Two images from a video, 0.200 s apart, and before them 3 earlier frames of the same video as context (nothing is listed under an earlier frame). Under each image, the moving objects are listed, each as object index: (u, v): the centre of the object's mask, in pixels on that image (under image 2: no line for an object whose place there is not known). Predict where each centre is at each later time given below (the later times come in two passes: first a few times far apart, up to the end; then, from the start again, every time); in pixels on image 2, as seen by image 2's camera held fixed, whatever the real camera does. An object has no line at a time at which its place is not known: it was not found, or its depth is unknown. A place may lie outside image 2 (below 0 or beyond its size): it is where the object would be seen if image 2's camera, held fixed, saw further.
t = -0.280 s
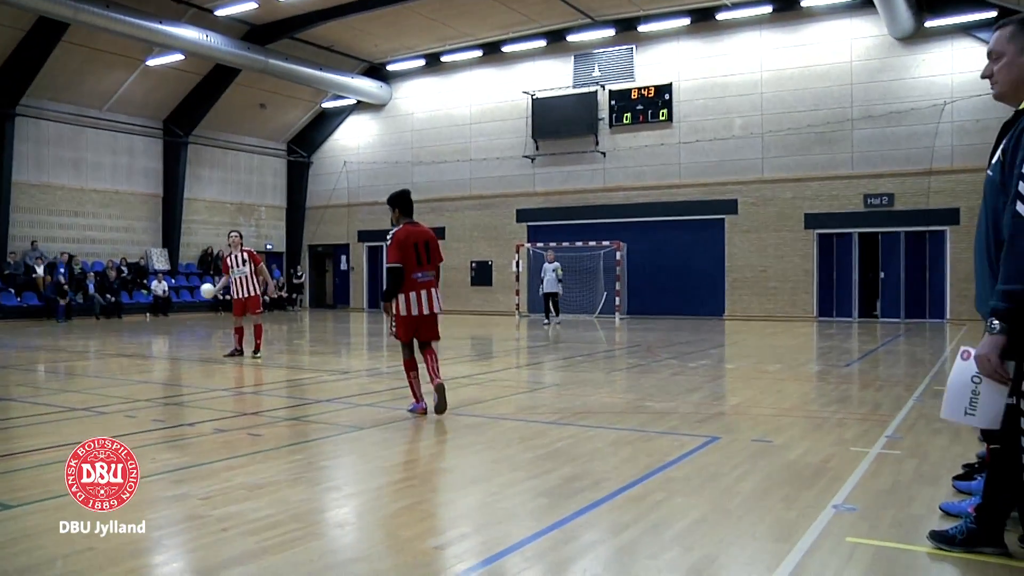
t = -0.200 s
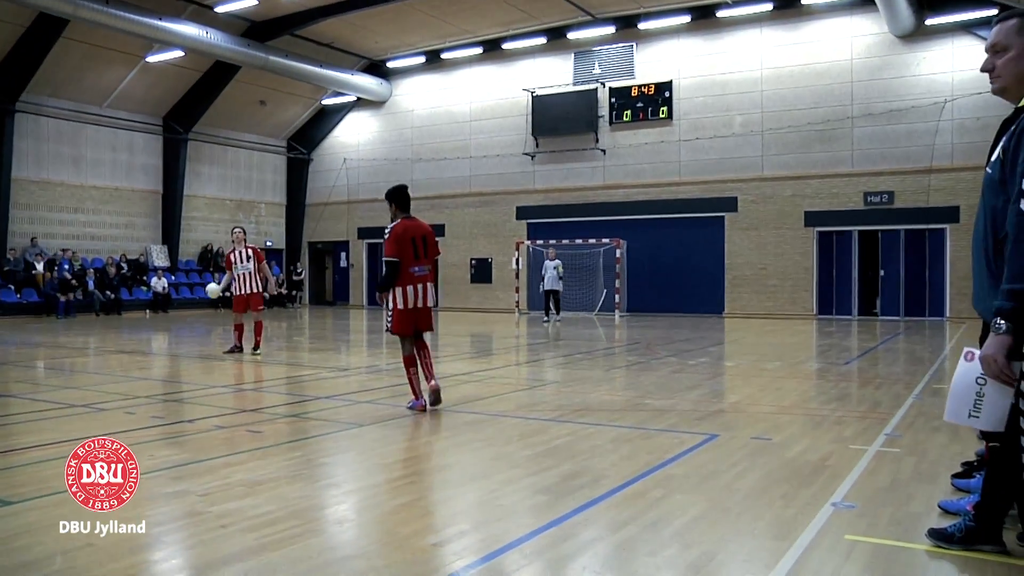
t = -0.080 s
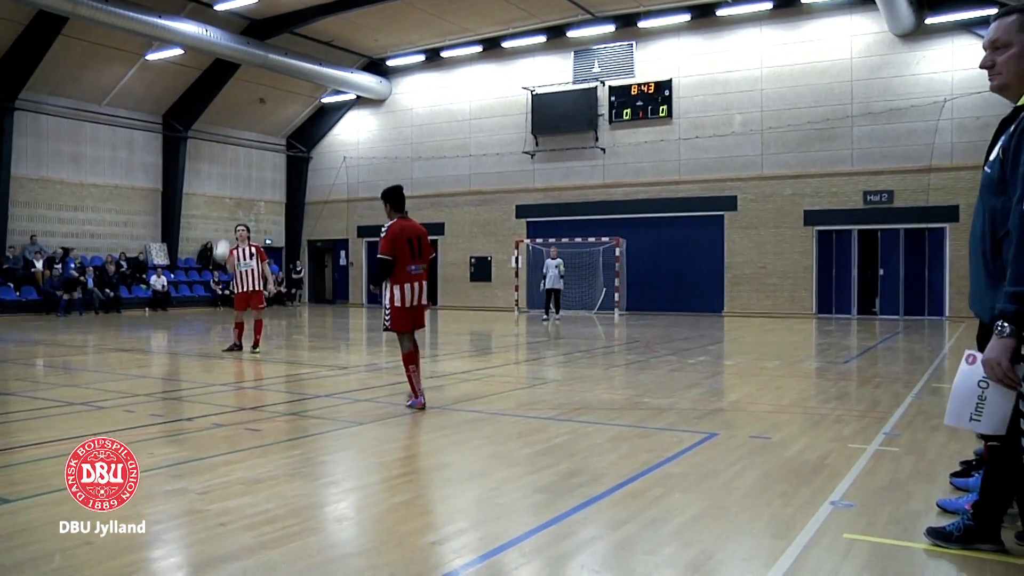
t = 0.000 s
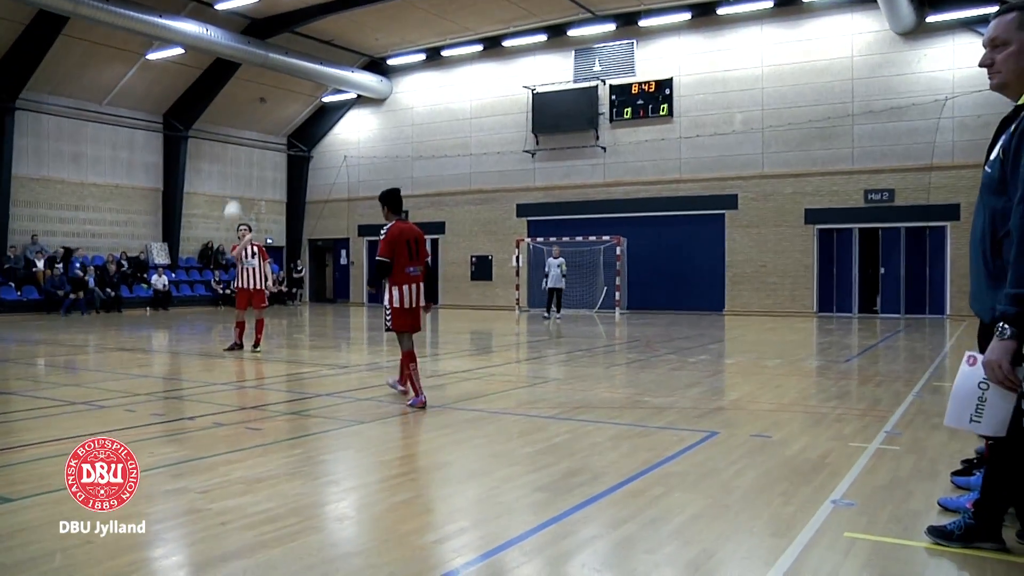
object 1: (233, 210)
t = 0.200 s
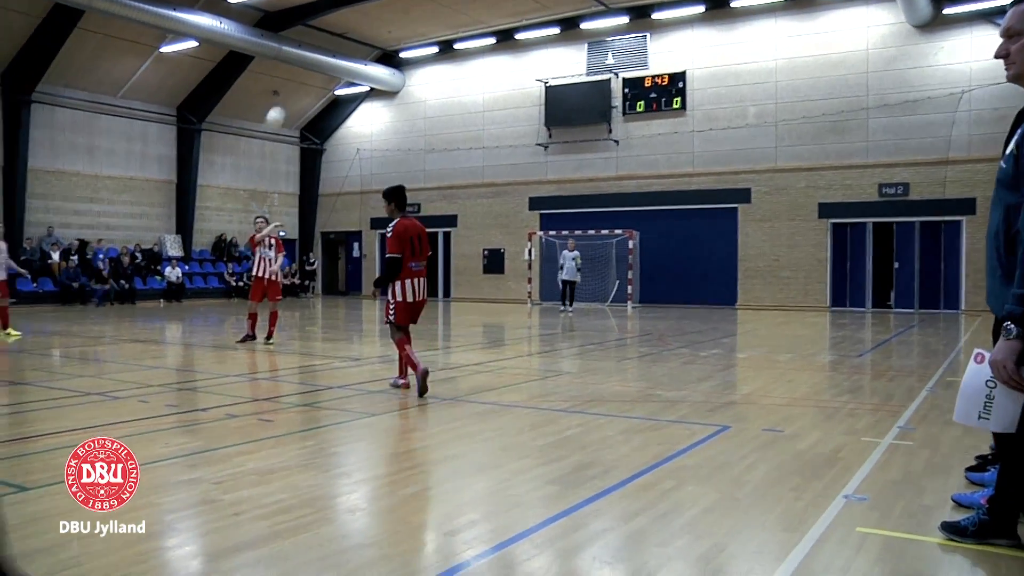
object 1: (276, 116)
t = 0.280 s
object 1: (290, 89)
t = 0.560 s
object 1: (346, 20)
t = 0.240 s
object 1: (282, 103)
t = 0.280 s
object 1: (290, 89)
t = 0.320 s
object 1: (298, 76)
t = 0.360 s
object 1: (306, 63)
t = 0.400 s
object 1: (314, 51)
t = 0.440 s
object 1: (321, 41)
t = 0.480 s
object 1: (329, 33)
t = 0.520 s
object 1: (337, 26)
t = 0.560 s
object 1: (346, 20)
